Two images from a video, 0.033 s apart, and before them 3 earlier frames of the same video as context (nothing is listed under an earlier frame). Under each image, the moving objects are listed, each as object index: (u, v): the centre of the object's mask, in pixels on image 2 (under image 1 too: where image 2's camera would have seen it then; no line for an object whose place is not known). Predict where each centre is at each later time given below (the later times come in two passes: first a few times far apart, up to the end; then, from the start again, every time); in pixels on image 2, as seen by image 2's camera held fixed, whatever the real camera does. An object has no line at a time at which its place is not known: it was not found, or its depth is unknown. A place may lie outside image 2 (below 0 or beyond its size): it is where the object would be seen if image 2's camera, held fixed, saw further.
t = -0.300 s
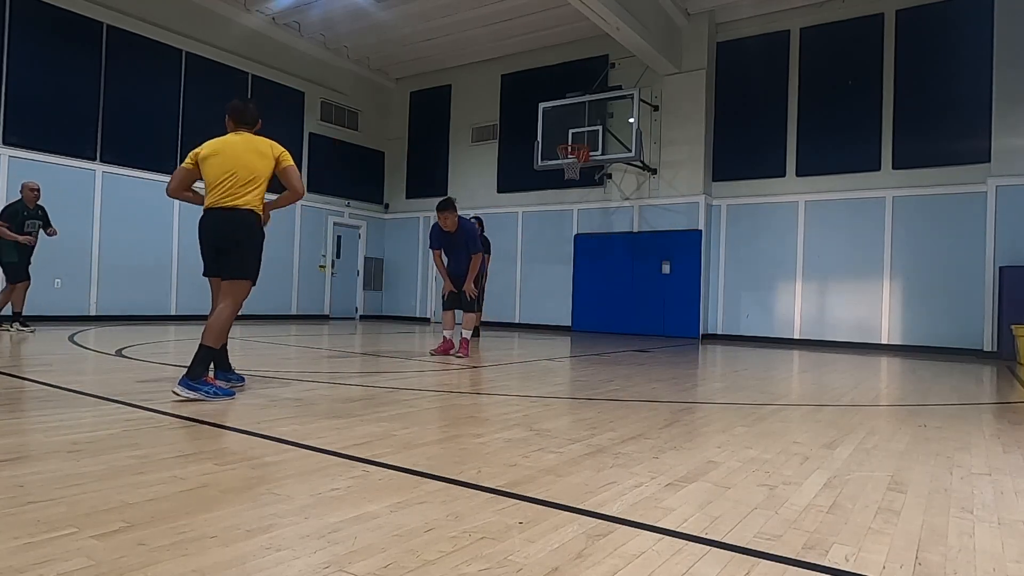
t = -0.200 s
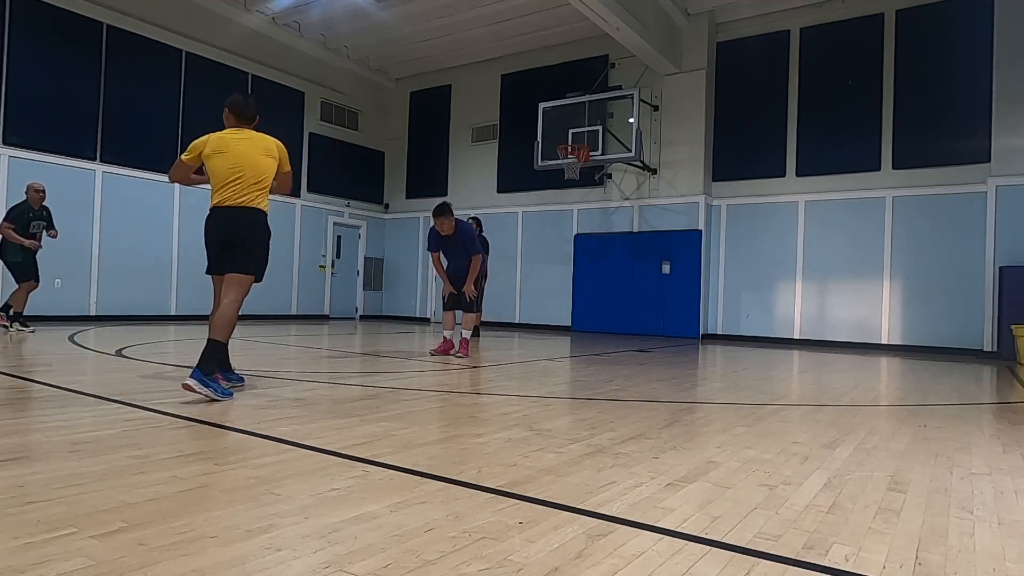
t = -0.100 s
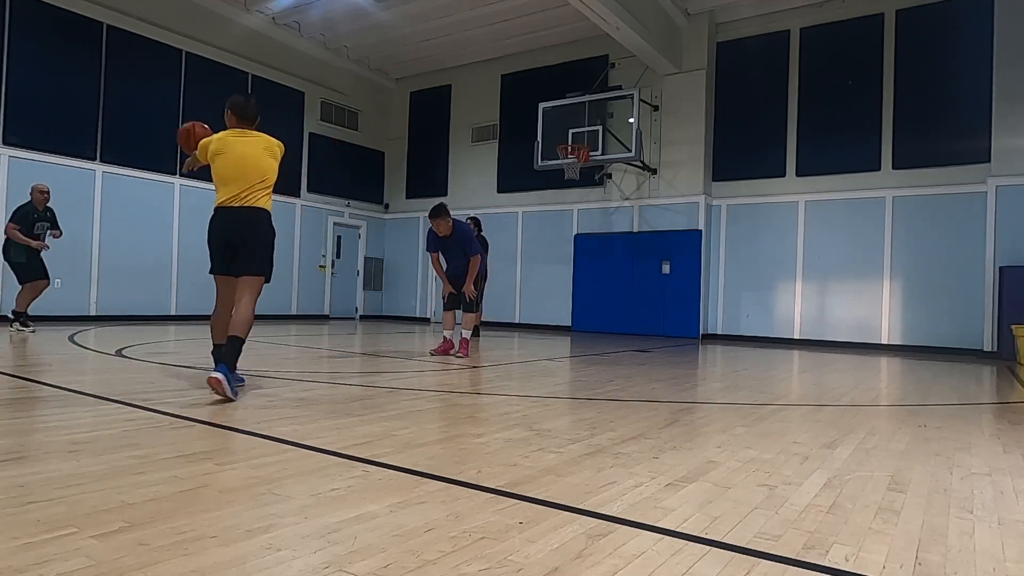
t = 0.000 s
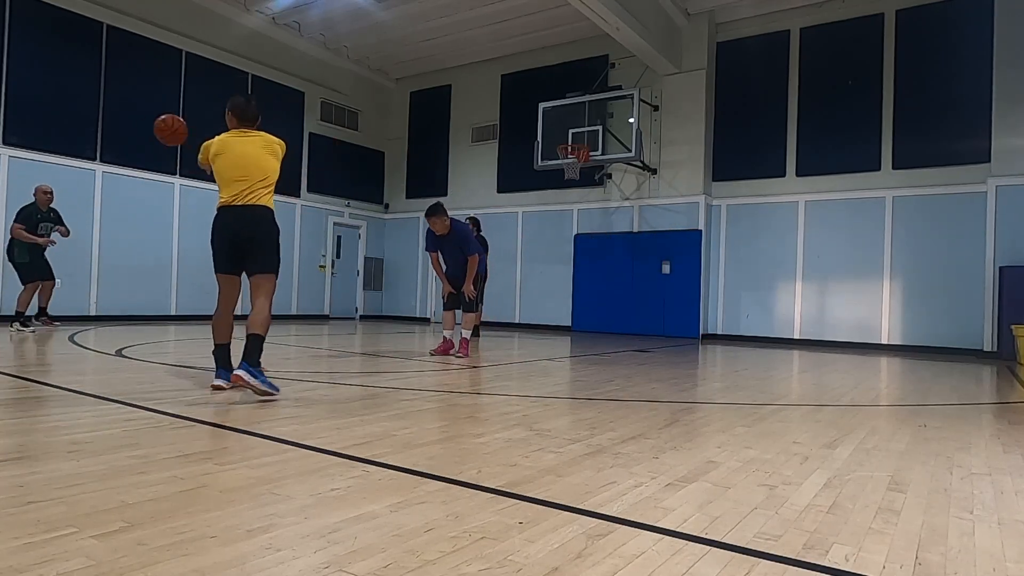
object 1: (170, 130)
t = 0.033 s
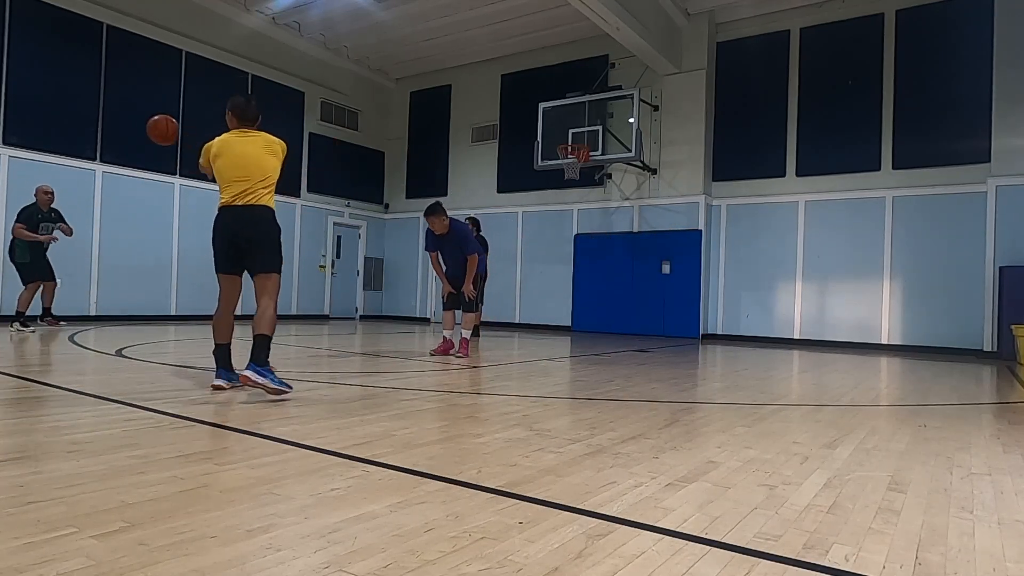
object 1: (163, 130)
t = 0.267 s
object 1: (121, 160)
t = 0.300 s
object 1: (115, 168)
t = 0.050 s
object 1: (159, 130)
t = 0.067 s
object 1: (156, 131)
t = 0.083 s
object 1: (153, 132)
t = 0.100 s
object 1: (149, 134)
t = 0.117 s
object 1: (146, 135)
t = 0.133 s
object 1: (143, 137)
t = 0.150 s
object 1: (140, 139)
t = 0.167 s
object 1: (137, 142)
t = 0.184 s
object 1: (134, 145)
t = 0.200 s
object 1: (131, 147)
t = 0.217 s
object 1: (128, 150)
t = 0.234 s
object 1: (126, 154)
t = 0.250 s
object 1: (123, 157)
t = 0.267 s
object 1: (121, 160)
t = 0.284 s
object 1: (118, 164)
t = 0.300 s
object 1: (115, 168)
